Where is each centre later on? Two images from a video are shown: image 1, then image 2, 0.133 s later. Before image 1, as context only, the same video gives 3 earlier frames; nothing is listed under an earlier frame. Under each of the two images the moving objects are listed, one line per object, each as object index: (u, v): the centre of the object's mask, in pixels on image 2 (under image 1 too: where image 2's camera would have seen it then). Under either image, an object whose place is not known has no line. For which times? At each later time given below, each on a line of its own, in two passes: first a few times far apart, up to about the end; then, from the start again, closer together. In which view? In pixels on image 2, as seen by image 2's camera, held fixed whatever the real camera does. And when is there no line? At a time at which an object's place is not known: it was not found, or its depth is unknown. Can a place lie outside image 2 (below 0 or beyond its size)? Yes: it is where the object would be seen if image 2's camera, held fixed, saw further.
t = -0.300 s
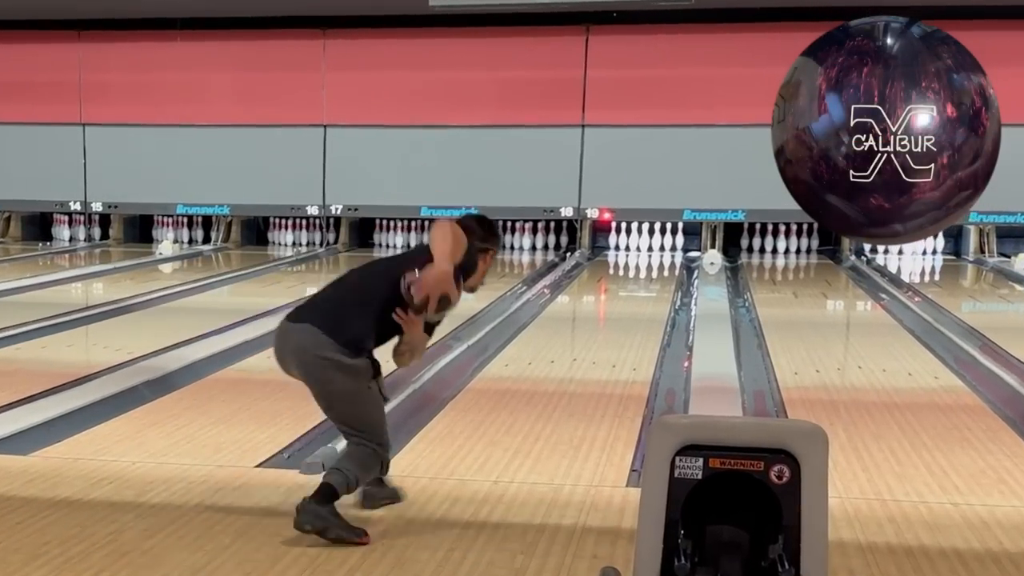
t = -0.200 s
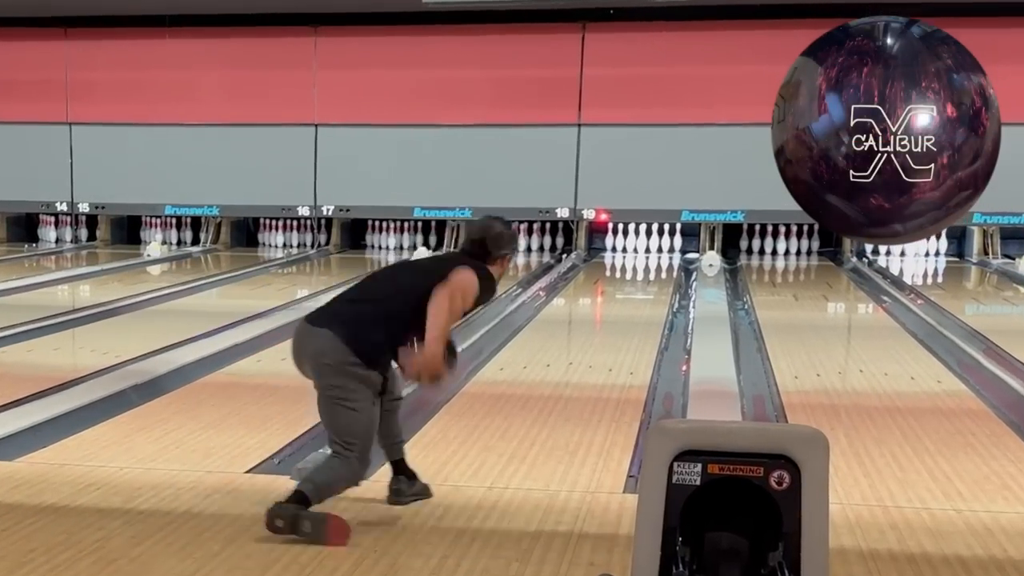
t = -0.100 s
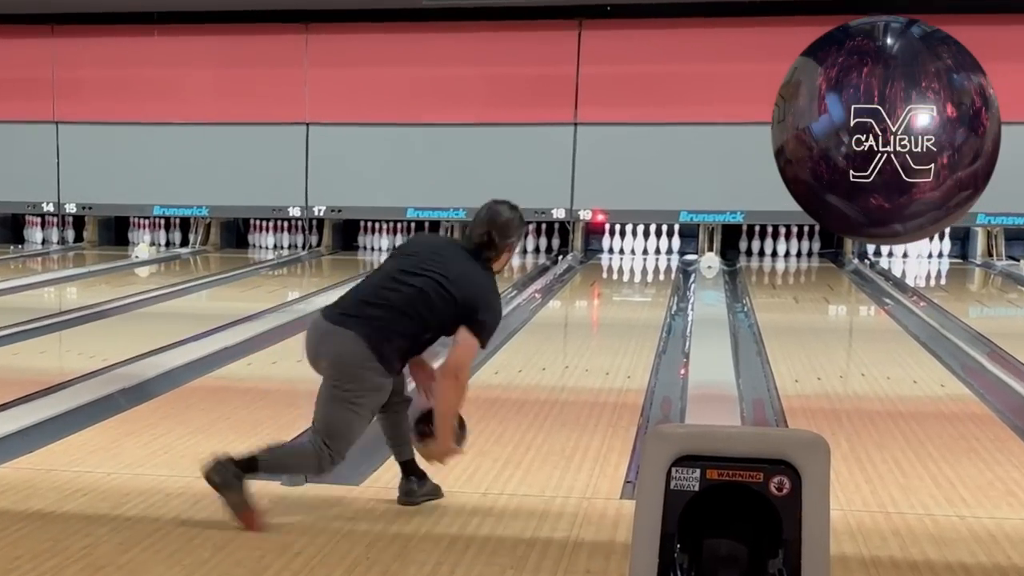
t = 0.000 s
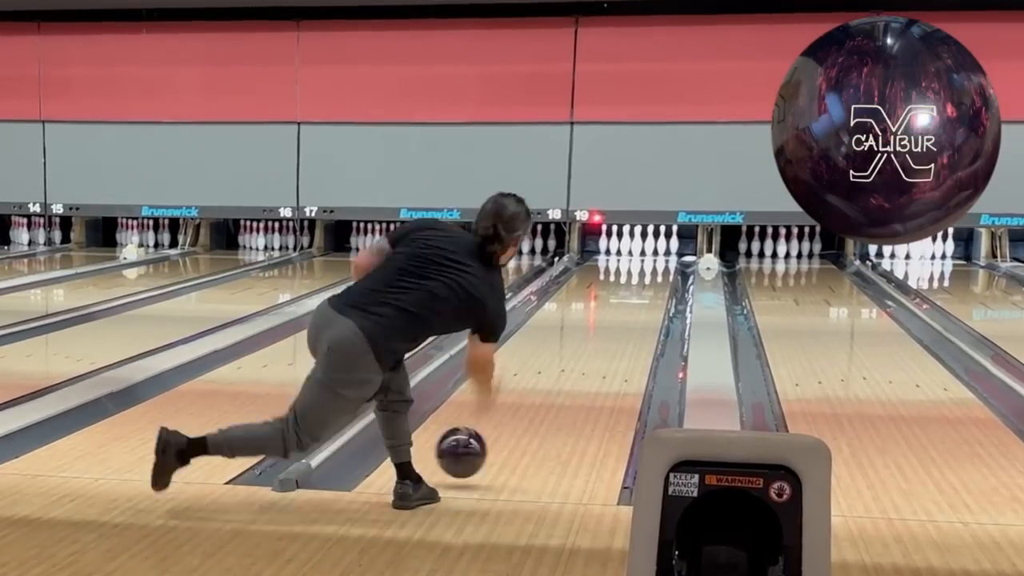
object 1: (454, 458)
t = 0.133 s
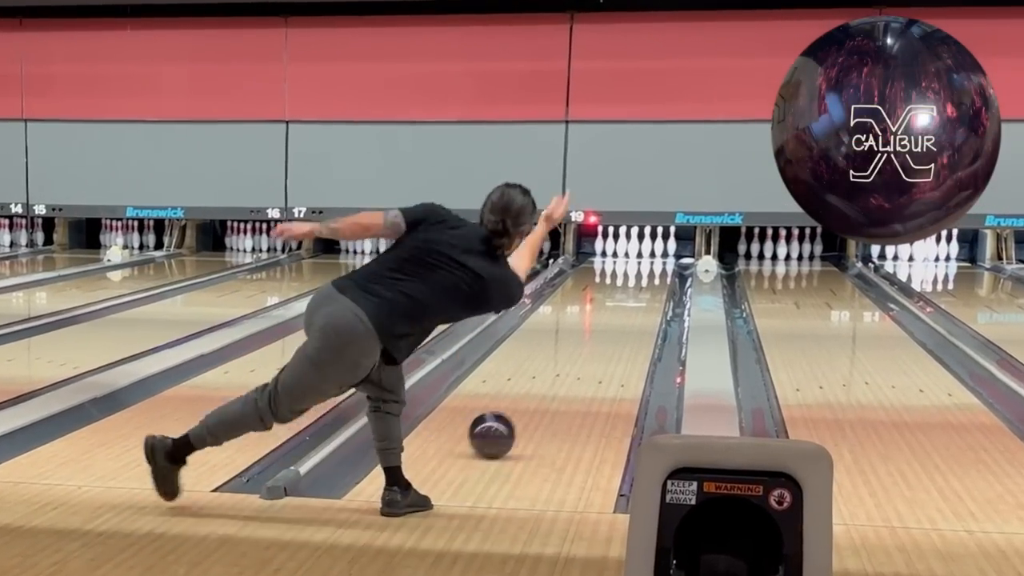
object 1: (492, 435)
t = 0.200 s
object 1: (507, 421)
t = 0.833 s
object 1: (595, 335)
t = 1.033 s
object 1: (611, 318)
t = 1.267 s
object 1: (625, 302)
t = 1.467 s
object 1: (633, 290)
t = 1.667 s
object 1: (641, 279)
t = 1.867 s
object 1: (644, 271)
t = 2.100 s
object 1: (641, 263)
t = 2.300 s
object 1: (635, 257)
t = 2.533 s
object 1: (628, 252)
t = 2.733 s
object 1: (616, 248)
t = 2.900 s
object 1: (607, 255)
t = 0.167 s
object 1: (500, 428)
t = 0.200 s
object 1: (507, 421)
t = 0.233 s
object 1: (514, 414)
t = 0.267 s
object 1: (521, 408)
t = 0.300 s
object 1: (527, 402)
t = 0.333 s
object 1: (533, 397)
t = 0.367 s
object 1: (539, 391)
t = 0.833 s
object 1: (595, 335)
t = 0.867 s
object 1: (598, 332)
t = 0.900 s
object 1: (601, 329)
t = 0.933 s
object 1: (604, 326)
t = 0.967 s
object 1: (606, 323)
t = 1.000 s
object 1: (609, 321)
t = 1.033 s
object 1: (611, 318)
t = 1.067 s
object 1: (613, 315)
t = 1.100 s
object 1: (615, 313)
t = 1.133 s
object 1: (617, 311)
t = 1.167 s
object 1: (619, 308)
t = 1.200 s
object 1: (621, 306)
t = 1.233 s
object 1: (623, 304)
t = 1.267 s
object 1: (625, 302)
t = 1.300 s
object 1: (626, 300)
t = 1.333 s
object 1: (628, 297)
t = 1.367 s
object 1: (629, 295)
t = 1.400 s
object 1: (631, 293)
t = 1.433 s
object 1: (632, 292)
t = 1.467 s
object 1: (633, 290)
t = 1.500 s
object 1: (634, 288)
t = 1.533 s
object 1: (636, 286)
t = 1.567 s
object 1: (638, 284)
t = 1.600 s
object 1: (638, 283)
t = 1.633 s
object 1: (639, 281)
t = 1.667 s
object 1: (641, 279)
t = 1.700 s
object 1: (641, 278)
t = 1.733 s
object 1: (641, 277)
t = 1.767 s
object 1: (643, 275)
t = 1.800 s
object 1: (643, 273)
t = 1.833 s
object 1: (644, 272)
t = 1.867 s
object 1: (644, 271)
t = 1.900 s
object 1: (644, 269)
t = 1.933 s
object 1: (644, 268)
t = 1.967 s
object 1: (644, 267)
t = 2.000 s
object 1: (643, 266)
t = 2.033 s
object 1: (643, 264)
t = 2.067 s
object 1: (641, 263)
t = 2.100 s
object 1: (641, 263)
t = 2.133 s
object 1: (640, 262)
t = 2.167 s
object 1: (640, 261)
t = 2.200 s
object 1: (639, 260)
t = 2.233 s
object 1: (638, 259)
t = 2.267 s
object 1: (637, 257)
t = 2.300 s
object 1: (635, 257)
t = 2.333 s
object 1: (634, 256)
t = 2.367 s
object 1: (633, 254)
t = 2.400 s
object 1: (631, 254)
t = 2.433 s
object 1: (631, 253)
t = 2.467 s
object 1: (631, 253)
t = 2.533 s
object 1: (628, 252)
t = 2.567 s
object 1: (626, 252)
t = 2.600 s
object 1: (623, 251)
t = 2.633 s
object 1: (620, 252)
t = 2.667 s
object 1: (619, 250)
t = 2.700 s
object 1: (617, 250)
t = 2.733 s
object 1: (616, 248)
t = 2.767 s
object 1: (614, 250)
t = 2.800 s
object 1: (613, 251)
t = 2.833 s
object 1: (611, 255)
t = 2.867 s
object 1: (608, 254)
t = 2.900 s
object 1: (607, 255)
